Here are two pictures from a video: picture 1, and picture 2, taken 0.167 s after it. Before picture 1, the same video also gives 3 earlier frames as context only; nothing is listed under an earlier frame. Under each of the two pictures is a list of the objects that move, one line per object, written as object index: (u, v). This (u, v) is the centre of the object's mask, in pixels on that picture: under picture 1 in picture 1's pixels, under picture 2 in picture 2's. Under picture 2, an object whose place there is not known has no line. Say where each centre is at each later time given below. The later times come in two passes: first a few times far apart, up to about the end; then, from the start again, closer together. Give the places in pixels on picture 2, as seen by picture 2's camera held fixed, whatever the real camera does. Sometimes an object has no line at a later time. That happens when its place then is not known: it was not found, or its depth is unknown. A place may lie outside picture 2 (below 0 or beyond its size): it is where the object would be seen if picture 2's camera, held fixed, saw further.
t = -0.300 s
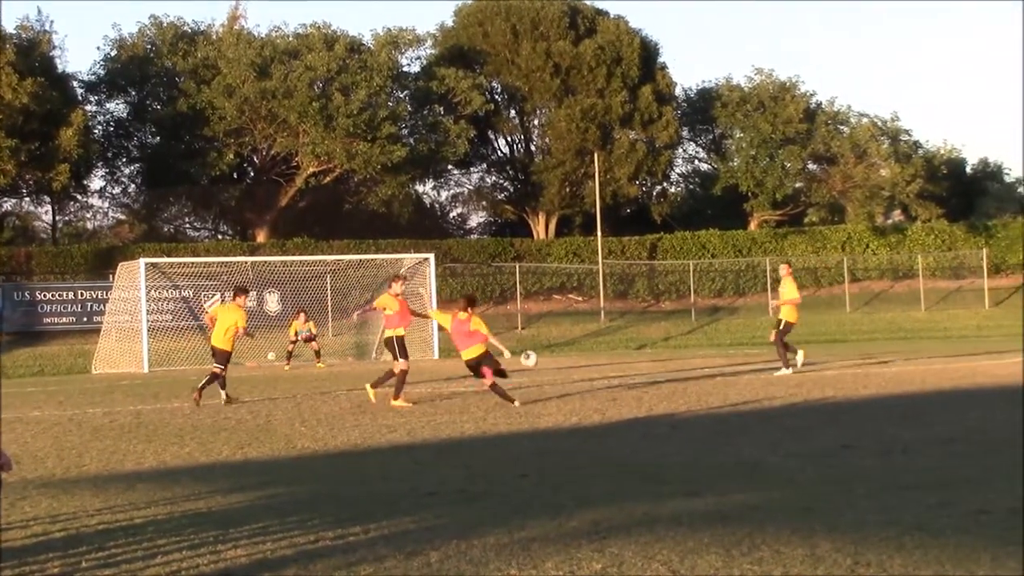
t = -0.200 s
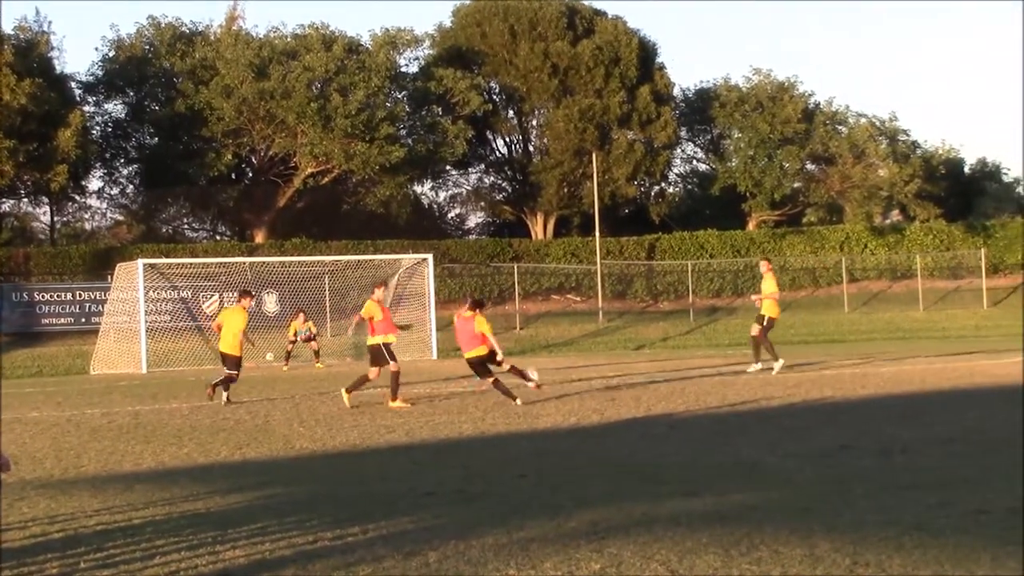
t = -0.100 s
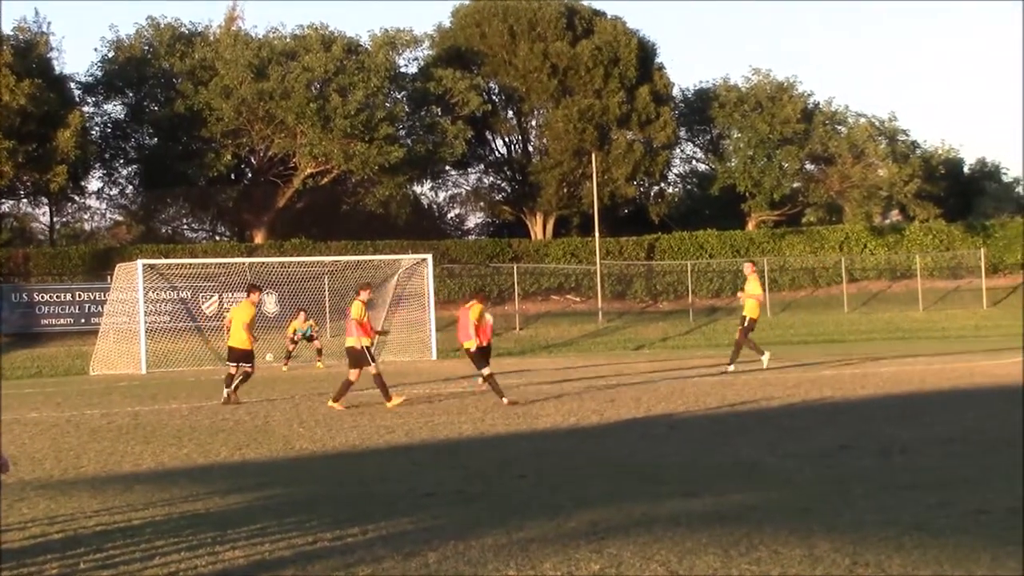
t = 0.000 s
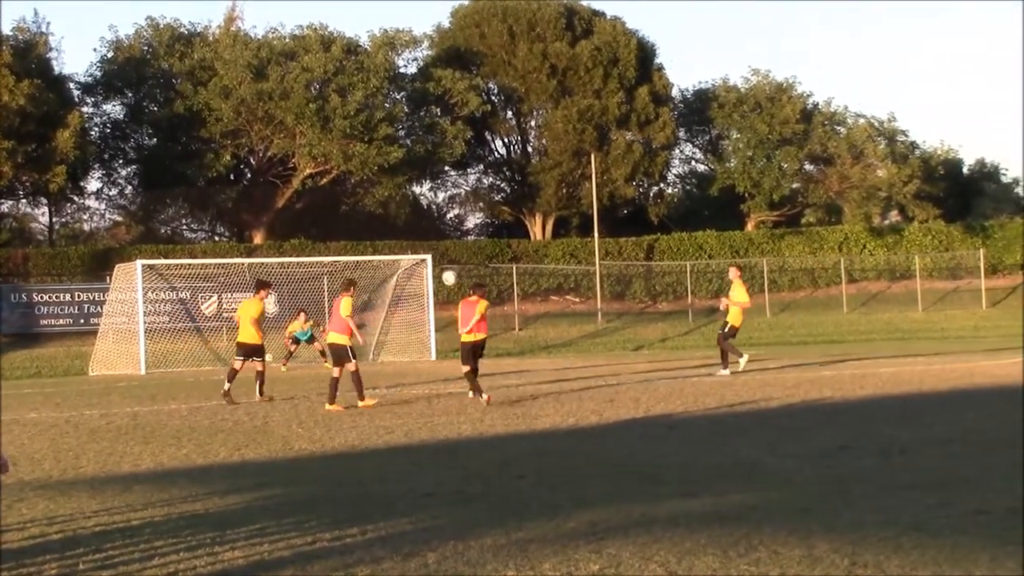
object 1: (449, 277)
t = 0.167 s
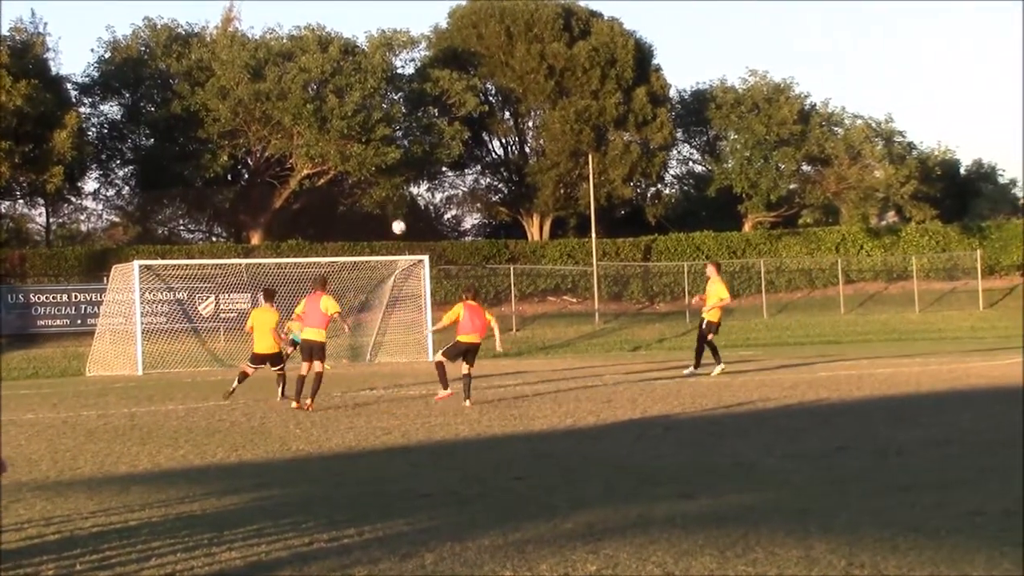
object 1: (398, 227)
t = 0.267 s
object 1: (375, 205)
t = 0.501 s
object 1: (337, 175)
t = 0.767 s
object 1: (308, 166)
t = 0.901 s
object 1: (299, 173)
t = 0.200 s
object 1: (390, 219)
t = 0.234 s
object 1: (382, 211)
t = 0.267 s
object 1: (375, 205)
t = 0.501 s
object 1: (337, 175)
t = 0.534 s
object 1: (333, 172)
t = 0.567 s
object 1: (328, 170)
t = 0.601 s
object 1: (324, 168)
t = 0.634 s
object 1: (321, 167)
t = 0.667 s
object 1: (318, 166)
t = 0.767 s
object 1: (308, 166)
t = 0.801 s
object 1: (306, 167)
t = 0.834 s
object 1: (304, 168)
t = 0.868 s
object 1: (301, 170)
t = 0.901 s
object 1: (299, 173)
